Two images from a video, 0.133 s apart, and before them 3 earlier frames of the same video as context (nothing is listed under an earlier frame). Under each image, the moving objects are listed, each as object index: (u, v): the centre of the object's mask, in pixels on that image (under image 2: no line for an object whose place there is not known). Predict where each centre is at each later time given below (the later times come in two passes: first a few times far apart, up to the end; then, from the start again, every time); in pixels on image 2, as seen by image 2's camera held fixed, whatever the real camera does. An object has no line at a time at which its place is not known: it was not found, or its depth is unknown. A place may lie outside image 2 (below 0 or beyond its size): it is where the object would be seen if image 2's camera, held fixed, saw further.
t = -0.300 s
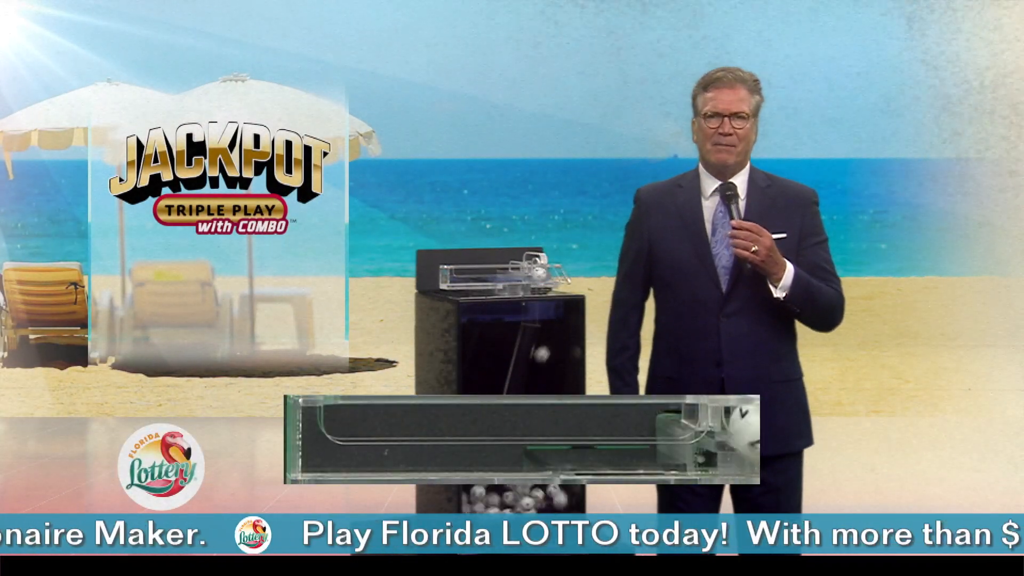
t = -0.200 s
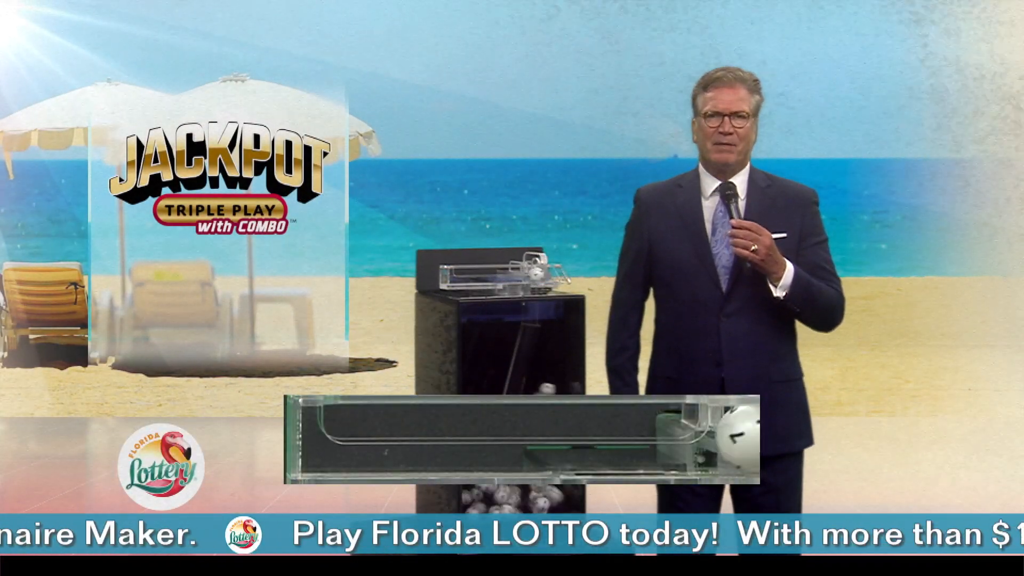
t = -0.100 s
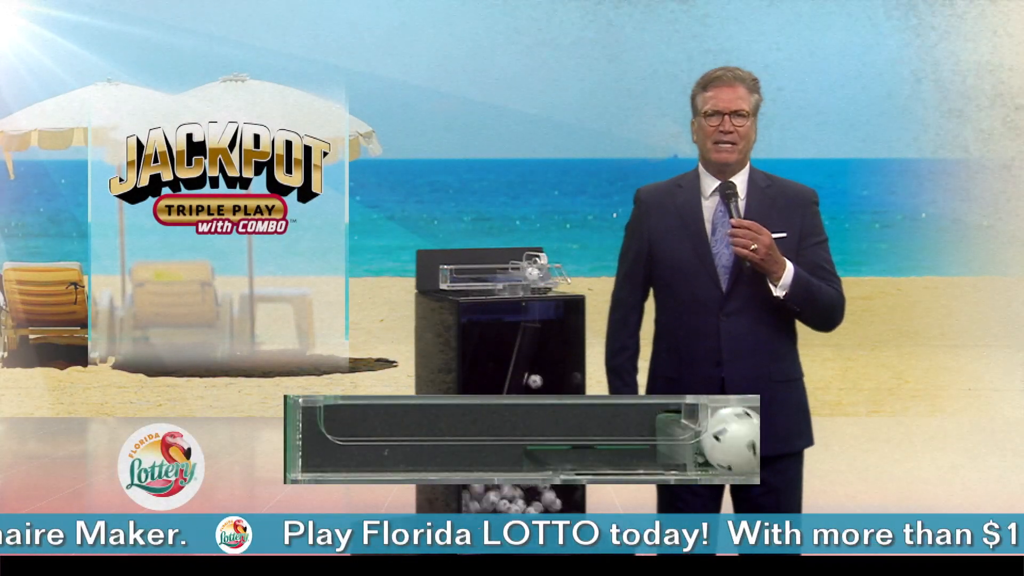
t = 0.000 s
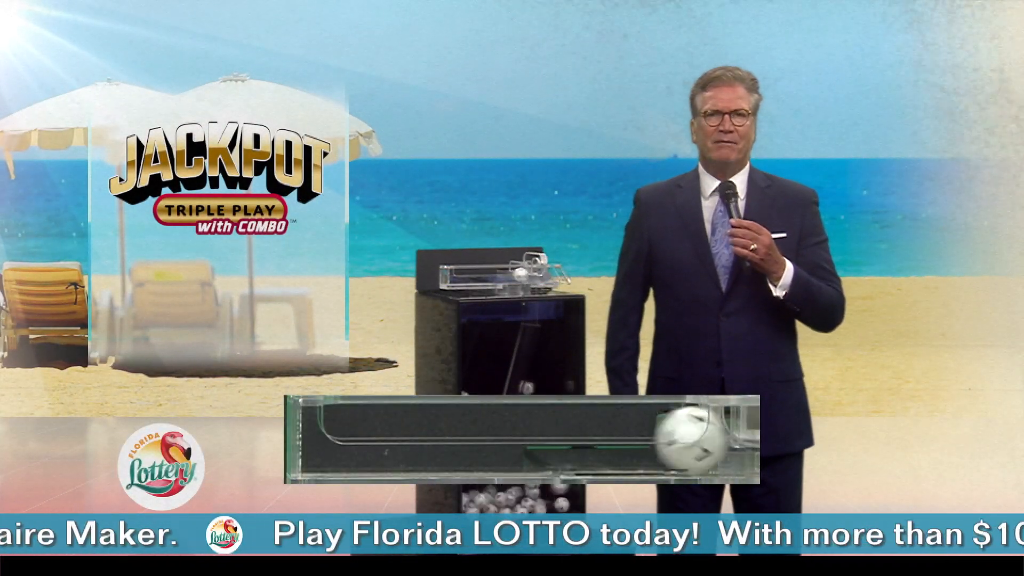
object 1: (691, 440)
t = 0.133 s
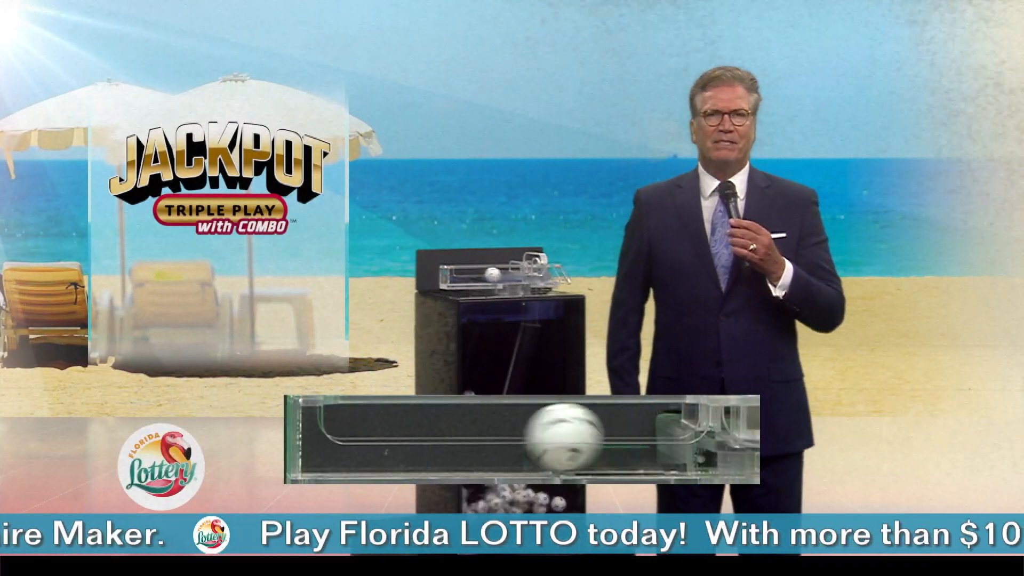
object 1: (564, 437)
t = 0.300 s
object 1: (366, 437)
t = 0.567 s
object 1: (371, 439)
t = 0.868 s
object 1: (344, 442)
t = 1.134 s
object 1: (354, 441)
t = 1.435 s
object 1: (341, 442)
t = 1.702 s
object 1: (343, 442)
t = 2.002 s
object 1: (346, 441)
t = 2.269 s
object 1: (344, 441)
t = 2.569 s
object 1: (347, 442)
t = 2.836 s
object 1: (344, 442)
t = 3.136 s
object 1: (357, 441)
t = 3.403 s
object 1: (335, 442)
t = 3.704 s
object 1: (341, 442)
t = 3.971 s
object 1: (333, 442)
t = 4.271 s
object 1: (333, 442)
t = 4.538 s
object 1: (333, 442)
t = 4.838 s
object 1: (333, 442)
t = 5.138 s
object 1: (333, 442)
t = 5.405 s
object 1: (353, 442)
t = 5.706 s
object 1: (334, 442)
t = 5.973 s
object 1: (333, 442)
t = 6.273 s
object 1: (333, 442)
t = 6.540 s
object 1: (333, 442)
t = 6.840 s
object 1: (333, 442)
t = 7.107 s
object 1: (341, 442)
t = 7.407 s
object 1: (333, 442)
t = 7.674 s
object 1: (333, 442)
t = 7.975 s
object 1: (333, 442)
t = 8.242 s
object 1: (333, 442)
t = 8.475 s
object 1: (333, 442)
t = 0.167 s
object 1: (528, 437)
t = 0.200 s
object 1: (490, 437)
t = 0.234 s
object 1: (449, 439)
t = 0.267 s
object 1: (408, 438)
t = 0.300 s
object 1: (366, 437)
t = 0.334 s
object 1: (339, 439)
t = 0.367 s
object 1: (365, 439)
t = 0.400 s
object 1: (378, 439)
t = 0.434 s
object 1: (384, 439)
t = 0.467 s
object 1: (384, 440)
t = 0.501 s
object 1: (381, 439)
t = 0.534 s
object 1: (377, 437)
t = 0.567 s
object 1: (371, 439)
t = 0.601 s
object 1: (364, 440)
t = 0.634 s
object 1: (357, 440)
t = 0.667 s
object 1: (350, 440)
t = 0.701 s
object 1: (342, 439)
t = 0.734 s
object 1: (336, 439)
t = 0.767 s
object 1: (334, 441)
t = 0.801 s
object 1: (338, 441)
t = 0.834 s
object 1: (341, 442)
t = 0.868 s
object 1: (344, 442)
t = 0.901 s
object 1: (347, 442)
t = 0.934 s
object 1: (350, 441)
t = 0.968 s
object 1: (353, 441)
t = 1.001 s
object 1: (355, 441)
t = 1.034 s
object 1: (356, 441)
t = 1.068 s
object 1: (356, 442)
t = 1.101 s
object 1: (356, 442)
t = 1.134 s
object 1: (354, 441)
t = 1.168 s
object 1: (353, 441)
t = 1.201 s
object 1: (352, 442)
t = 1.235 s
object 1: (350, 442)
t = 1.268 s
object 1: (348, 442)
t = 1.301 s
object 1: (347, 441)
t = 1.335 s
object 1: (344, 442)
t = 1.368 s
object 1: (343, 442)
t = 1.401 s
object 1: (342, 442)
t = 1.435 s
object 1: (341, 442)
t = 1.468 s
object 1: (340, 442)
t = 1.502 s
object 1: (341, 442)
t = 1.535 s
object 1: (341, 442)
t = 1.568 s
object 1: (341, 442)
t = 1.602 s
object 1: (342, 442)
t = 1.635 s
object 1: (342, 442)
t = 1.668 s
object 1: (343, 442)
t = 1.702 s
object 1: (343, 442)
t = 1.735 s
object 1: (344, 442)
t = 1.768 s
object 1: (344, 442)
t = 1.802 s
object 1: (345, 441)
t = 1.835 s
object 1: (346, 441)
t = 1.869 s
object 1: (346, 441)
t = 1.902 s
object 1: (346, 441)
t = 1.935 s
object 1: (347, 441)
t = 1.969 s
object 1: (347, 441)
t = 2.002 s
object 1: (346, 441)
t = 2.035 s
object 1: (346, 441)
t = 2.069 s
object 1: (346, 441)
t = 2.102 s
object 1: (346, 441)
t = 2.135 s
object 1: (346, 441)
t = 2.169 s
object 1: (345, 441)
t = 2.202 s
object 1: (345, 441)
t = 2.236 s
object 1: (345, 441)
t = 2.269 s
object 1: (344, 441)
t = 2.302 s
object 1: (345, 441)
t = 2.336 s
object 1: (345, 441)
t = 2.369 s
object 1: (345, 441)
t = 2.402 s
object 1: (345, 441)
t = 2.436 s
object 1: (345, 441)
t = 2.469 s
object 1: (345, 441)
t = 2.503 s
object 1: (346, 441)
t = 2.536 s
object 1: (347, 441)
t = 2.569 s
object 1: (347, 442)
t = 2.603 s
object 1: (347, 442)
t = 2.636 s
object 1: (347, 442)
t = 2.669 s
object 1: (347, 441)
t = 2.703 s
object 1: (347, 441)
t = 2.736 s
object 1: (346, 441)
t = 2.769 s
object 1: (345, 441)
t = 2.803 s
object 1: (345, 442)
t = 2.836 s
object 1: (344, 442)
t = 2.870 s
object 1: (344, 442)
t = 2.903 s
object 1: (343, 441)
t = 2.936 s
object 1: (343, 441)
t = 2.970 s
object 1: (337, 440)
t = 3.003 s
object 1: (344, 440)
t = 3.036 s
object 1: (348, 440)
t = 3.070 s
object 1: (351, 441)
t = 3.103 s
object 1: (354, 441)
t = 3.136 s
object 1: (357, 441)
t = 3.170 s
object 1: (359, 441)
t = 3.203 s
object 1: (362, 441)
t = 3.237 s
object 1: (359, 441)
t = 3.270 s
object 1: (350, 441)
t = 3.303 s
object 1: (343, 442)
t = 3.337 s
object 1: (338, 442)
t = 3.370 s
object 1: (334, 442)
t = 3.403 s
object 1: (335, 442)
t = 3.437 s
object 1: (340, 442)
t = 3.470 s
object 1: (342, 442)
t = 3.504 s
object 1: (344, 442)
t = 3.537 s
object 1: (344, 442)
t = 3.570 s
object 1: (344, 442)
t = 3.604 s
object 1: (344, 442)
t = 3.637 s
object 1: (343, 441)
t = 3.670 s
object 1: (342, 442)
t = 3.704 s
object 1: (341, 442)
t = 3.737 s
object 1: (340, 442)
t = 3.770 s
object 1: (339, 442)
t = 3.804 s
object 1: (338, 442)
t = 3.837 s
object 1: (337, 442)
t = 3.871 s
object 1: (336, 442)
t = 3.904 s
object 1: (335, 442)
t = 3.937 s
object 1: (334, 442)
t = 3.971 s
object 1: (333, 442)
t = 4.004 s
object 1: (333, 442)
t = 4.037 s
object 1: (333, 442)
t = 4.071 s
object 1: (333, 442)
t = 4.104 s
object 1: (334, 442)
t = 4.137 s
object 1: (334, 442)
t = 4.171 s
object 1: (334, 442)
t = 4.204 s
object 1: (334, 442)
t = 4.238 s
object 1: (333, 442)
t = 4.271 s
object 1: (333, 442)
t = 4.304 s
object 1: (333, 442)
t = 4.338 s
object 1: (333, 442)
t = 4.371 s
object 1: (333, 442)
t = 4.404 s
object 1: (333, 442)
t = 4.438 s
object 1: (333, 442)
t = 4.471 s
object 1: (333, 442)
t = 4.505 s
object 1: (333, 442)
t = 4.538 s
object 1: (333, 442)
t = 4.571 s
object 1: (333, 442)
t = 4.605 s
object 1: (333, 442)
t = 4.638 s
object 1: (333, 442)
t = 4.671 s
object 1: (333, 442)
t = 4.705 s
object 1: (333, 442)
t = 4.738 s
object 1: (333, 442)
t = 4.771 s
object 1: (333, 442)
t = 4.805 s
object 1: (333, 442)
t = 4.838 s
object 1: (333, 442)
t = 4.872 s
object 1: (333, 442)
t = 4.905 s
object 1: (333, 442)
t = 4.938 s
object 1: (333, 442)
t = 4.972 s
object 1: (333, 442)
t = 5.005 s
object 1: (333, 442)
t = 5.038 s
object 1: (333, 442)
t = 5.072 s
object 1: (333, 442)
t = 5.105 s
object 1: (333, 442)
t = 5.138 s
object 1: (333, 442)
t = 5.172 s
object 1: (336, 442)
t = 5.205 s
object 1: (338, 442)
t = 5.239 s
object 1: (340, 442)
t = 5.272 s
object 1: (343, 442)
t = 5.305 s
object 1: (346, 442)
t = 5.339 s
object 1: (349, 442)
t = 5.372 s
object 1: (352, 442)
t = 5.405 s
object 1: (353, 442)
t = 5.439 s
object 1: (343, 442)
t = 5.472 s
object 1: (337, 442)
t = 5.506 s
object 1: (334, 442)
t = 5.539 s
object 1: (336, 442)
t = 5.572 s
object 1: (333, 442)
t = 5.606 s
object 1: (333, 442)
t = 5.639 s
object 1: (335, 442)
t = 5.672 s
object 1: (334, 442)
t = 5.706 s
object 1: (334, 442)
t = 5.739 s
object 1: (333, 442)
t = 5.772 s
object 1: (333, 442)
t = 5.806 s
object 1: (333, 442)
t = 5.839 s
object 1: (333, 442)
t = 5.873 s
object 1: (333, 442)
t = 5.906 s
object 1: (333, 442)
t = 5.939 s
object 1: (333, 442)
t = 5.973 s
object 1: (333, 442)
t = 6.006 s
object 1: (333, 442)
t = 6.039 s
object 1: (333, 442)
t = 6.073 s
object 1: (333, 442)
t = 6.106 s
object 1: (333, 442)
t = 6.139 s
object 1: (333, 442)
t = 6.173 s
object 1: (333, 442)
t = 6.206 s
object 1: (333, 442)
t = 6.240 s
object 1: (333, 442)
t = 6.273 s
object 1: (333, 442)
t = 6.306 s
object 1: (333, 442)
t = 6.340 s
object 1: (333, 442)
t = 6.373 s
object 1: (333, 442)
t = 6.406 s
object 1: (333, 442)
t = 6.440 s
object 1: (333, 442)
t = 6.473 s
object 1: (333, 442)
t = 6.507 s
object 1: (333, 442)
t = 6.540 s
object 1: (333, 442)
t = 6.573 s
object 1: (333, 442)
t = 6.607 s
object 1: (333, 442)
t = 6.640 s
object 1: (333, 442)
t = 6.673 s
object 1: (333, 442)
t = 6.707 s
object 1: (333, 442)
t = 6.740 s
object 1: (333, 442)
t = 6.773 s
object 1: (333, 442)
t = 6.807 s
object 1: (333, 442)
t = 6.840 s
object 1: (333, 442)
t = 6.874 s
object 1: (333, 442)
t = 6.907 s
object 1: (333, 442)
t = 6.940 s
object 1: (333, 442)
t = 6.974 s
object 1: (333, 442)
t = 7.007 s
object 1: (334, 442)
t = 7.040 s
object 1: (336, 442)
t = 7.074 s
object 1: (338, 442)
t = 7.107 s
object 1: (341, 442)
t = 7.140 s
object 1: (344, 442)
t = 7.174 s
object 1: (347, 442)
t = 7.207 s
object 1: (349, 442)
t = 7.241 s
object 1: (348, 442)
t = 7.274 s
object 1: (346, 442)
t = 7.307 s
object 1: (342, 442)
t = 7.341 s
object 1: (339, 442)
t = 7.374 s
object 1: (335, 442)
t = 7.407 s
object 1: (333, 442)
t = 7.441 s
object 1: (334, 442)
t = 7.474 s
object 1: (334, 442)
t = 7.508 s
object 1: (333, 442)
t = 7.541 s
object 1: (333, 442)
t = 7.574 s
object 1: (333, 442)
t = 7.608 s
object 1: (333, 442)
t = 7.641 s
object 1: (333, 442)
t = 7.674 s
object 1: (333, 442)
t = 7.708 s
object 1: (333, 442)
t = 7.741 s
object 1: (333, 441)
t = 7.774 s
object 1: (333, 442)
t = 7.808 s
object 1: (333, 442)
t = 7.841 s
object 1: (333, 442)
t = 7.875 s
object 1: (333, 442)
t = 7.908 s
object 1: (333, 442)
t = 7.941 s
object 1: (333, 442)
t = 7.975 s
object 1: (333, 442)
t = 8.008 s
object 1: (333, 442)
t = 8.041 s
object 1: (333, 442)
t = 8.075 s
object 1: (333, 442)
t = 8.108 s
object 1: (333, 442)
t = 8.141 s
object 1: (333, 442)
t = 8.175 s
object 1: (333, 442)
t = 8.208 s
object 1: (333, 442)
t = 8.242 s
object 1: (333, 442)
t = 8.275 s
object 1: (333, 442)
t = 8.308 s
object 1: (333, 442)
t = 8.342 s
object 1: (333, 442)
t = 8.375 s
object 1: (333, 442)
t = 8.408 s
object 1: (333, 442)
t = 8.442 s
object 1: (333, 442)
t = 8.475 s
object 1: (333, 442)
